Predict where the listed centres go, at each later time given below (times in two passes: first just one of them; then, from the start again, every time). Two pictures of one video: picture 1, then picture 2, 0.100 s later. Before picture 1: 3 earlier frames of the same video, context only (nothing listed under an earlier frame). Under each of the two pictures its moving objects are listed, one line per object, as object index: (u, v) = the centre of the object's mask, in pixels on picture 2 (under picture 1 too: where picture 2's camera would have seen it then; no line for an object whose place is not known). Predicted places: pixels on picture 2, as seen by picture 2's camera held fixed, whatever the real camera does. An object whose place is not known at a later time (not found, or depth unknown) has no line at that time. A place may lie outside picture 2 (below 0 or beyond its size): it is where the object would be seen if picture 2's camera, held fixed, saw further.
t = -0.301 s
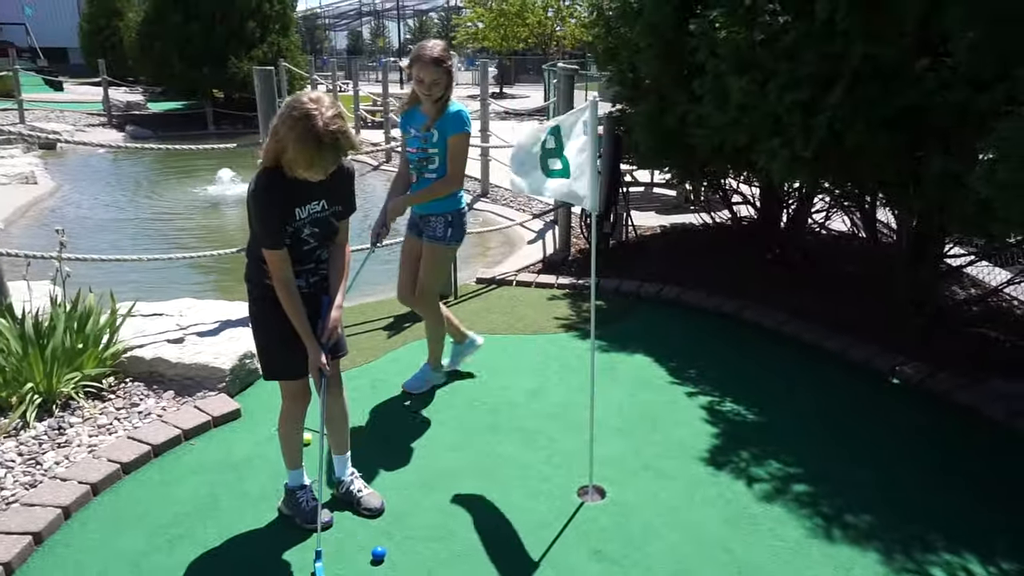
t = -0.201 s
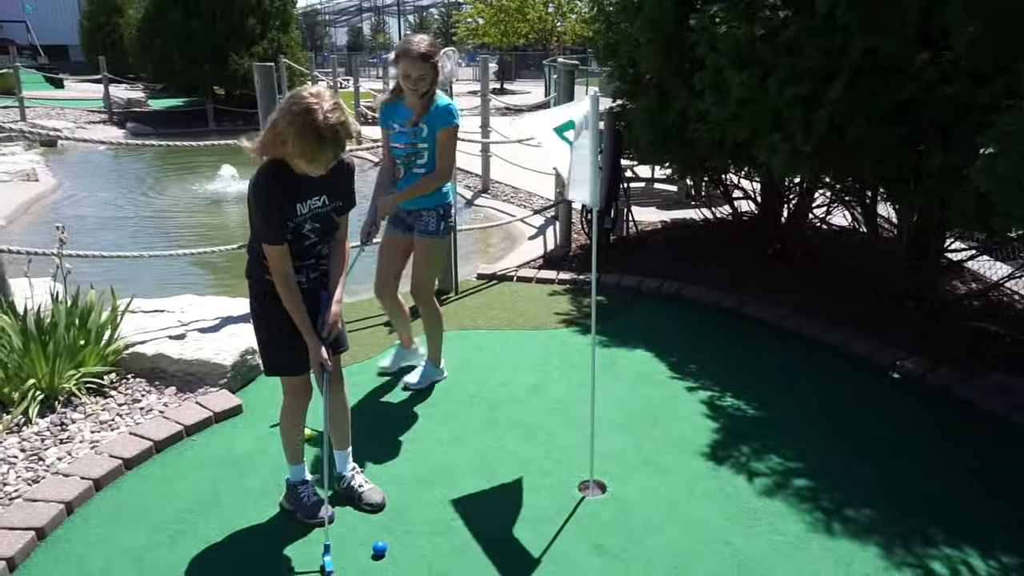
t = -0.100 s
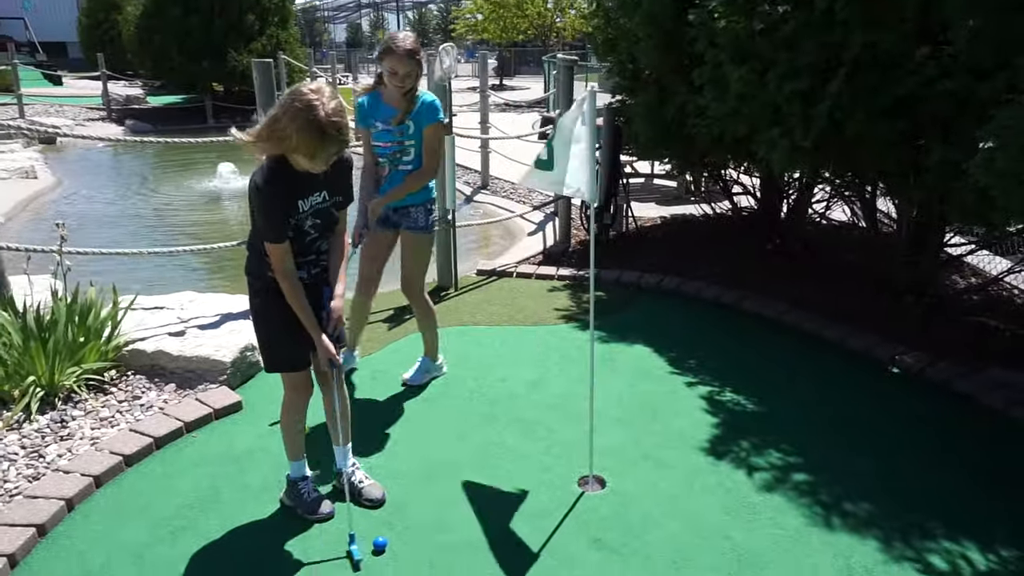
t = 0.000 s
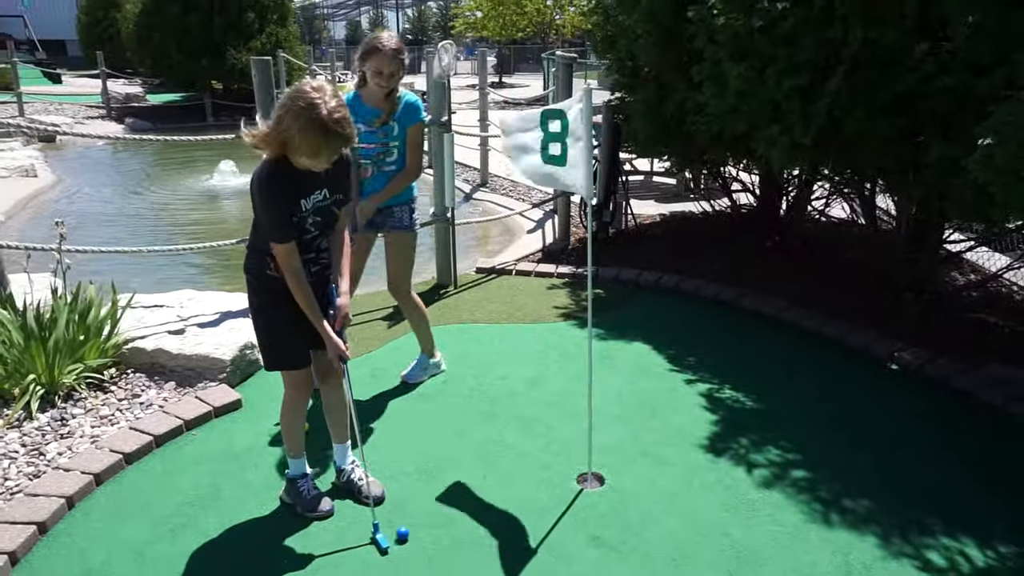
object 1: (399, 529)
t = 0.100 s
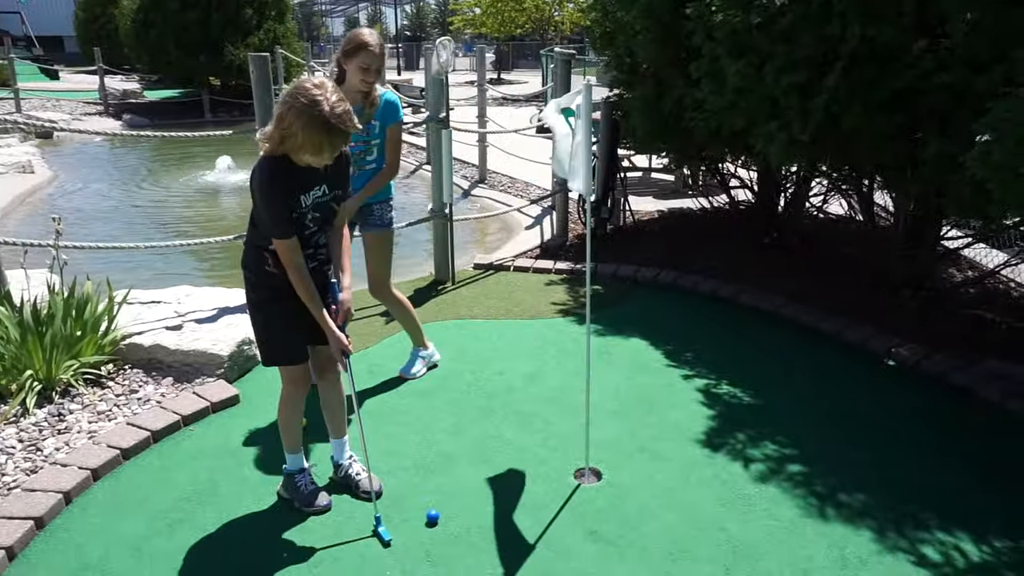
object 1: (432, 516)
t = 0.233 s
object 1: (471, 501)
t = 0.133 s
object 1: (442, 513)
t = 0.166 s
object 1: (452, 509)
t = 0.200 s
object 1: (462, 505)
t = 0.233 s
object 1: (471, 501)
